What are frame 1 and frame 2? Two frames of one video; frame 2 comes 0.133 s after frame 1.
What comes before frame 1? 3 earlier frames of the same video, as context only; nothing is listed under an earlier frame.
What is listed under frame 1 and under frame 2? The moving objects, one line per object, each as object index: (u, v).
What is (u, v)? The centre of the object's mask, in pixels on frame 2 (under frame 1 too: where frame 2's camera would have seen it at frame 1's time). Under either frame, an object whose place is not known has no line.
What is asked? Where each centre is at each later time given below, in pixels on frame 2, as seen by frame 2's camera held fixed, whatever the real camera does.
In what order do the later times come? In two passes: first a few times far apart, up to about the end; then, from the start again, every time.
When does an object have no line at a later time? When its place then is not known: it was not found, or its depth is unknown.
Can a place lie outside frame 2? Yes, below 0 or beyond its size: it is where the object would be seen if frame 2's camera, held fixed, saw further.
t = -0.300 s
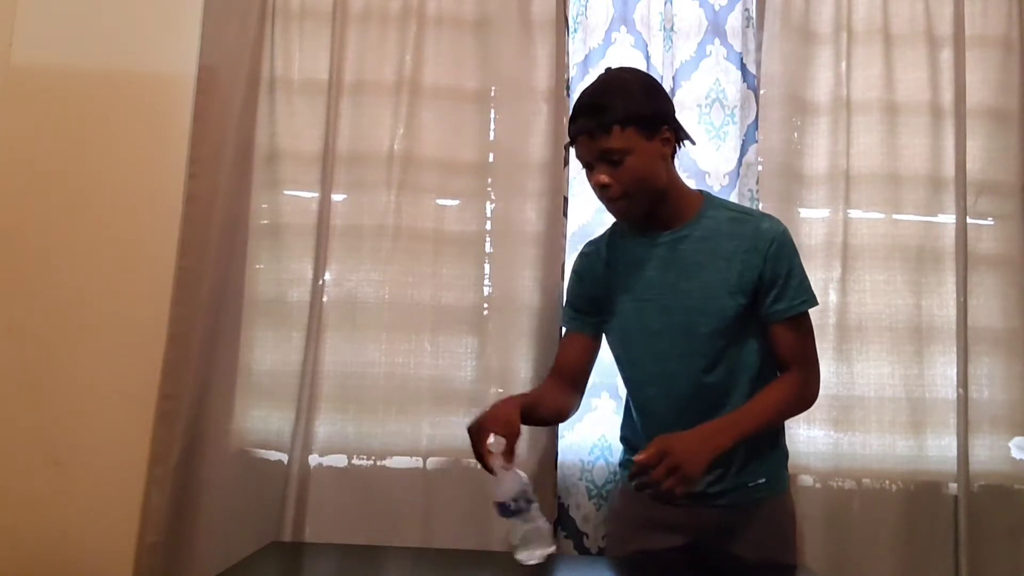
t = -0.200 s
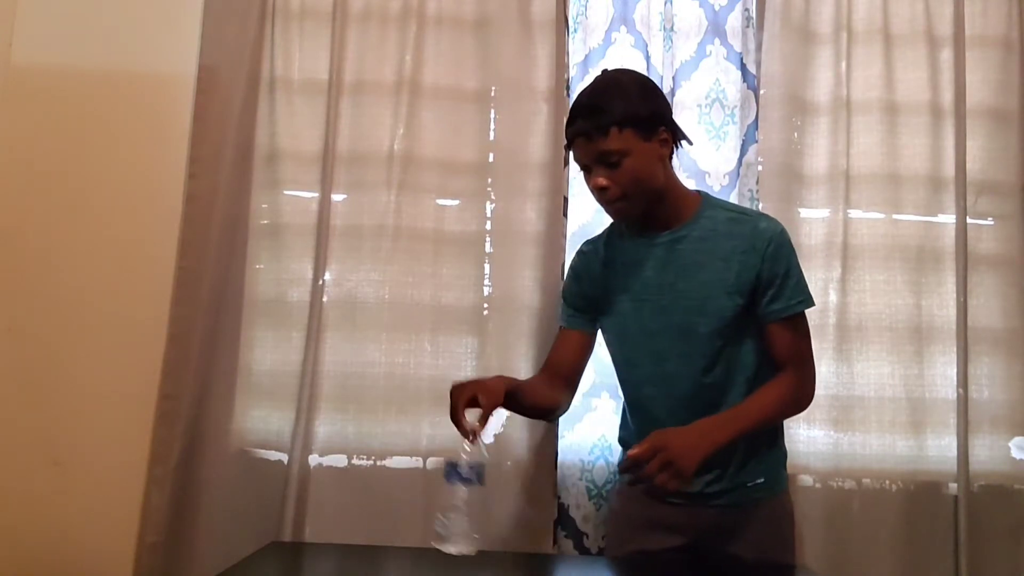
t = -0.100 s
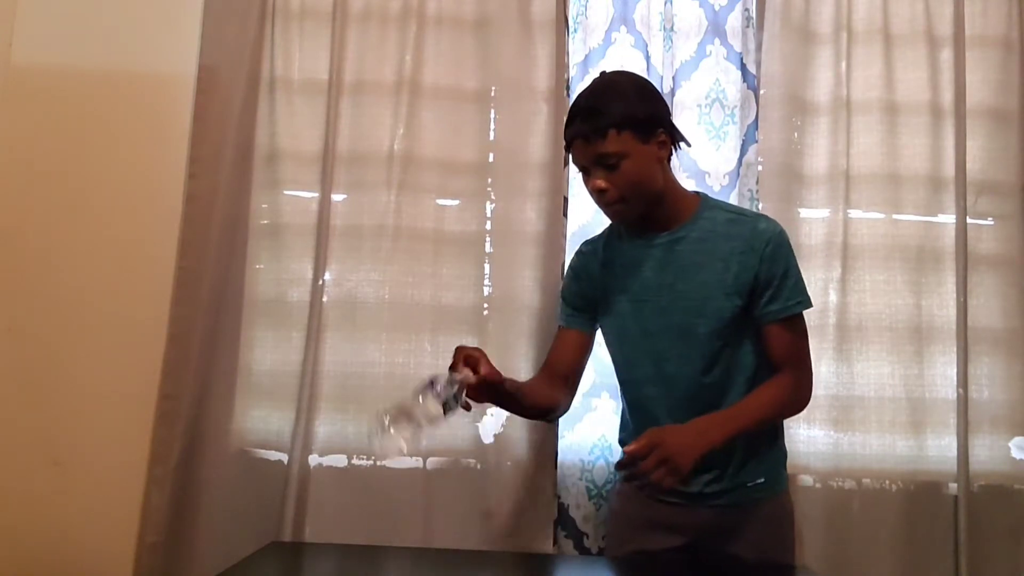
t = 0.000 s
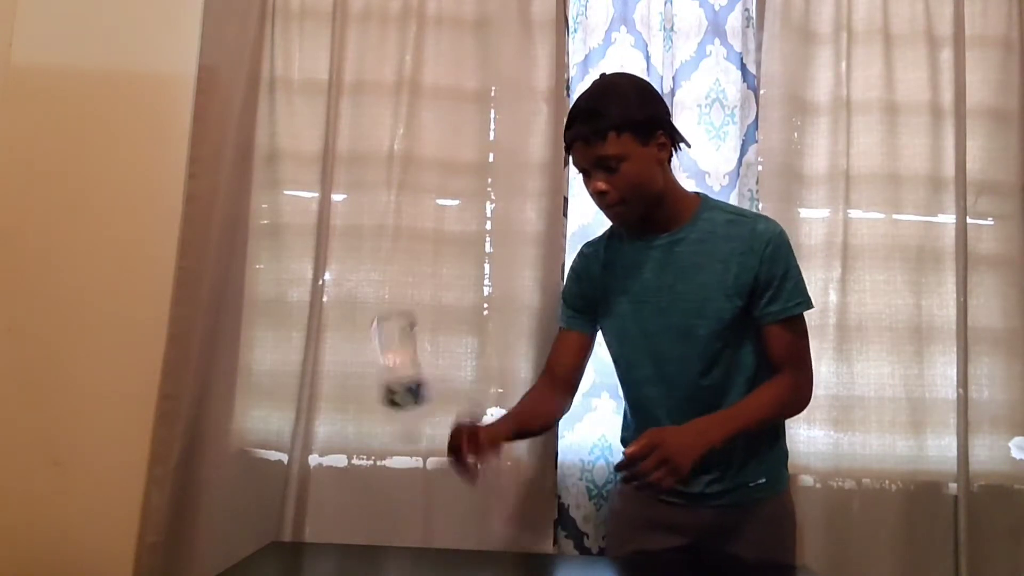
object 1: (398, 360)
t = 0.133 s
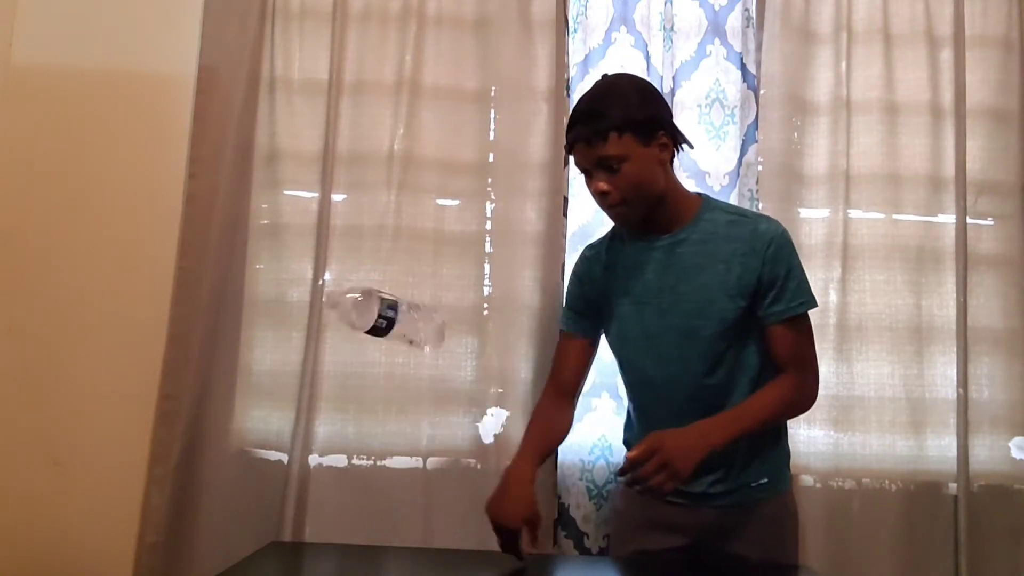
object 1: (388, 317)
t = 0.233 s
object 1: (400, 378)
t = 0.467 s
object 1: (409, 525)
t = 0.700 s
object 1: (420, 524)
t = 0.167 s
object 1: (392, 327)
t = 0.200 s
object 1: (398, 348)
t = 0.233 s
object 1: (400, 378)
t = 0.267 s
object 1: (403, 417)
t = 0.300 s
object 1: (407, 475)
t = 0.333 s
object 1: (406, 520)
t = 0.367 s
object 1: (405, 527)
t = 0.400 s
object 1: (408, 526)
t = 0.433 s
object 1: (409, 525)
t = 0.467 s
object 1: (409, 525)
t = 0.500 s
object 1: (412, 524)
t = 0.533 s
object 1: (418, 524)
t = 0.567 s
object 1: (418, 524)
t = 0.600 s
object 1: (419, 524)
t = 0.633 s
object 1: (419, 524)
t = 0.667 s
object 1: (420, 524)
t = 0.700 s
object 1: (420, 524)
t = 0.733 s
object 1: (419, 524)
